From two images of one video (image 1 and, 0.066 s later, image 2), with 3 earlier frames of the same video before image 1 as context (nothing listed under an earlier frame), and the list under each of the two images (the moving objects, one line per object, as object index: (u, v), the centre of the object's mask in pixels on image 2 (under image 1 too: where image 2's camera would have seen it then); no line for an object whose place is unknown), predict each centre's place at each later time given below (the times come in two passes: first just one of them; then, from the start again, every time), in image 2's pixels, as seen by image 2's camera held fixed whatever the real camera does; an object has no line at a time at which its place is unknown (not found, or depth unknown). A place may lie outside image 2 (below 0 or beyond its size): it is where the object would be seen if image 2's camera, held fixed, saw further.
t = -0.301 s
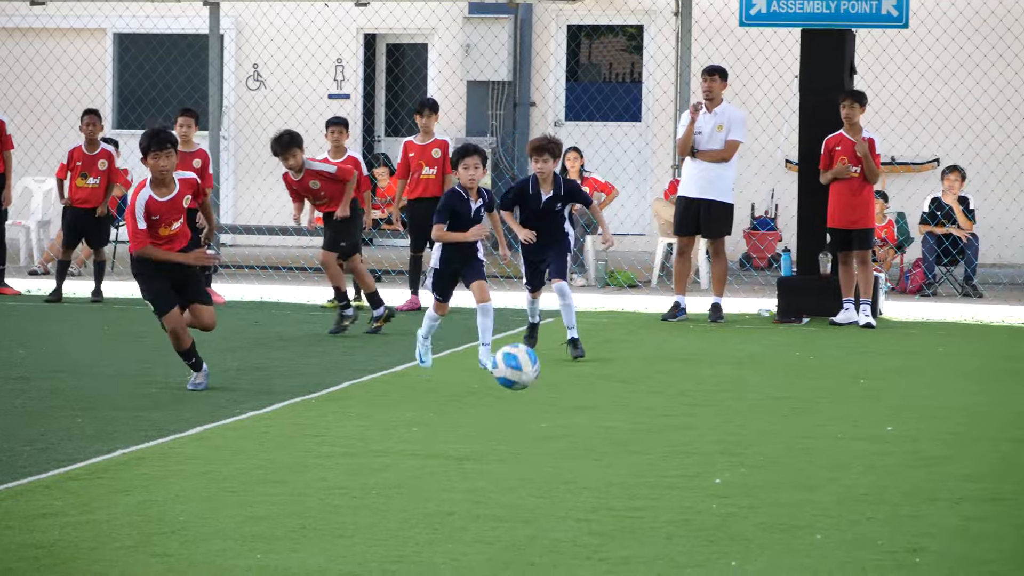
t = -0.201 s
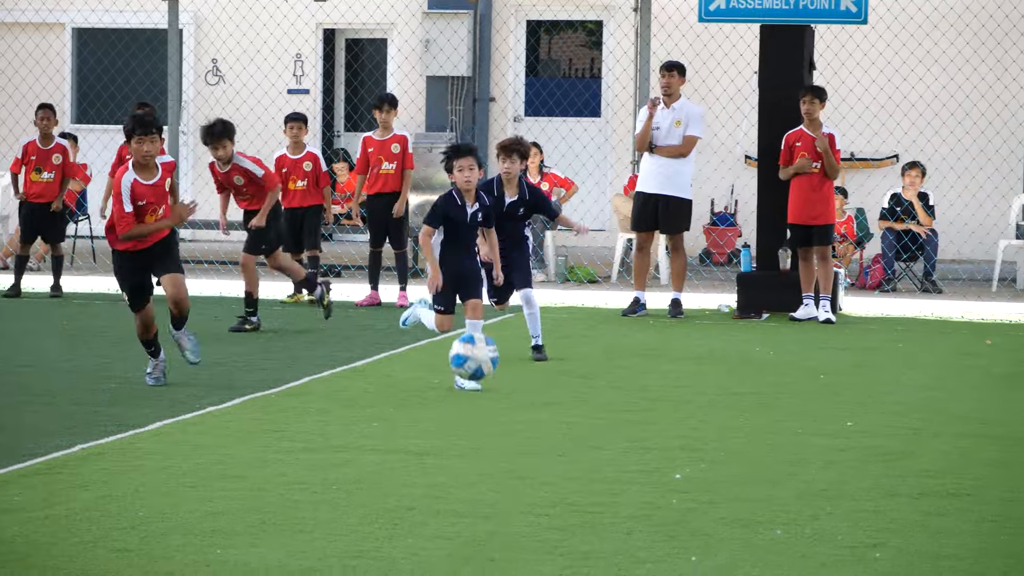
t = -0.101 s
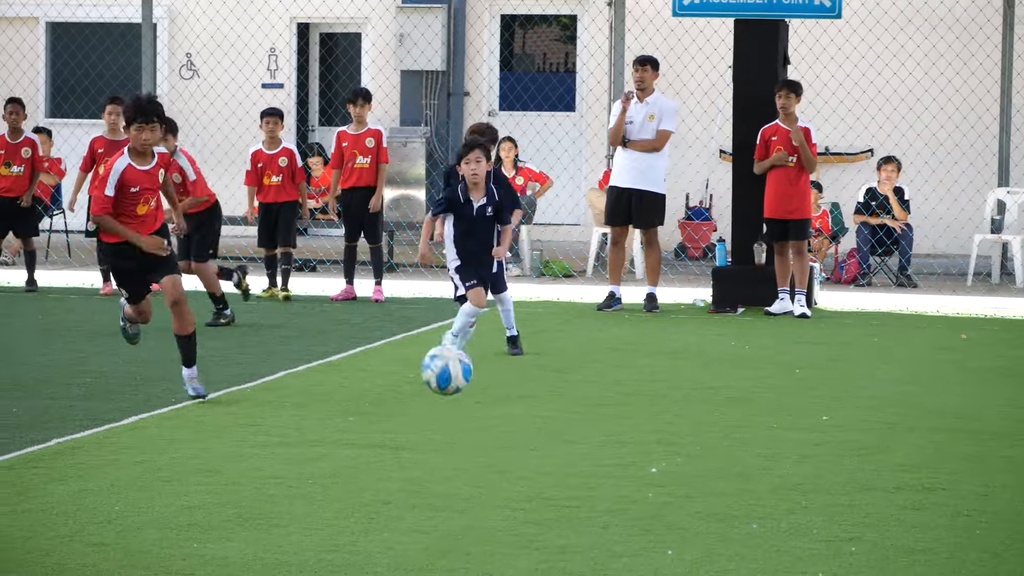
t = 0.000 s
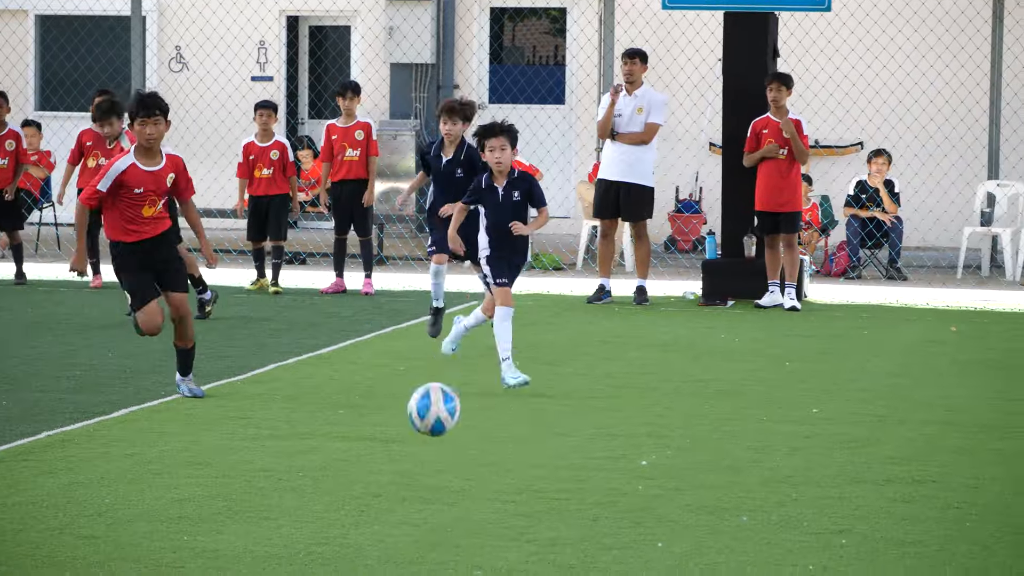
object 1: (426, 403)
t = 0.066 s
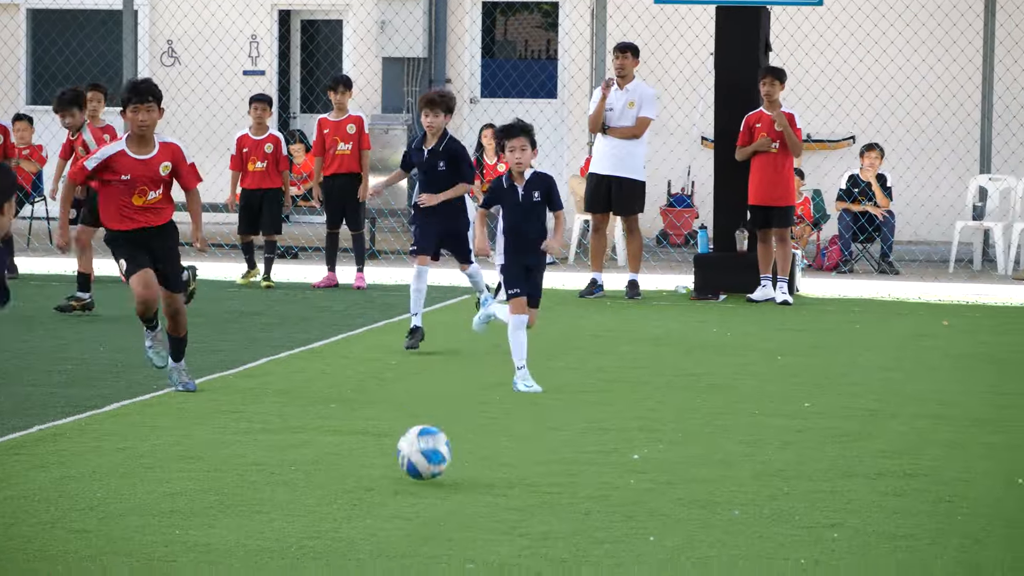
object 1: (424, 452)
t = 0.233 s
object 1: (421, 429)
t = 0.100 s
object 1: (423, 455)
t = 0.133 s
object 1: (422, 445)
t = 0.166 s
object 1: (422, 437)
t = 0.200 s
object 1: (421, 432)
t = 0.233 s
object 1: (421, 429)
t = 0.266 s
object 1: (420, 430)
